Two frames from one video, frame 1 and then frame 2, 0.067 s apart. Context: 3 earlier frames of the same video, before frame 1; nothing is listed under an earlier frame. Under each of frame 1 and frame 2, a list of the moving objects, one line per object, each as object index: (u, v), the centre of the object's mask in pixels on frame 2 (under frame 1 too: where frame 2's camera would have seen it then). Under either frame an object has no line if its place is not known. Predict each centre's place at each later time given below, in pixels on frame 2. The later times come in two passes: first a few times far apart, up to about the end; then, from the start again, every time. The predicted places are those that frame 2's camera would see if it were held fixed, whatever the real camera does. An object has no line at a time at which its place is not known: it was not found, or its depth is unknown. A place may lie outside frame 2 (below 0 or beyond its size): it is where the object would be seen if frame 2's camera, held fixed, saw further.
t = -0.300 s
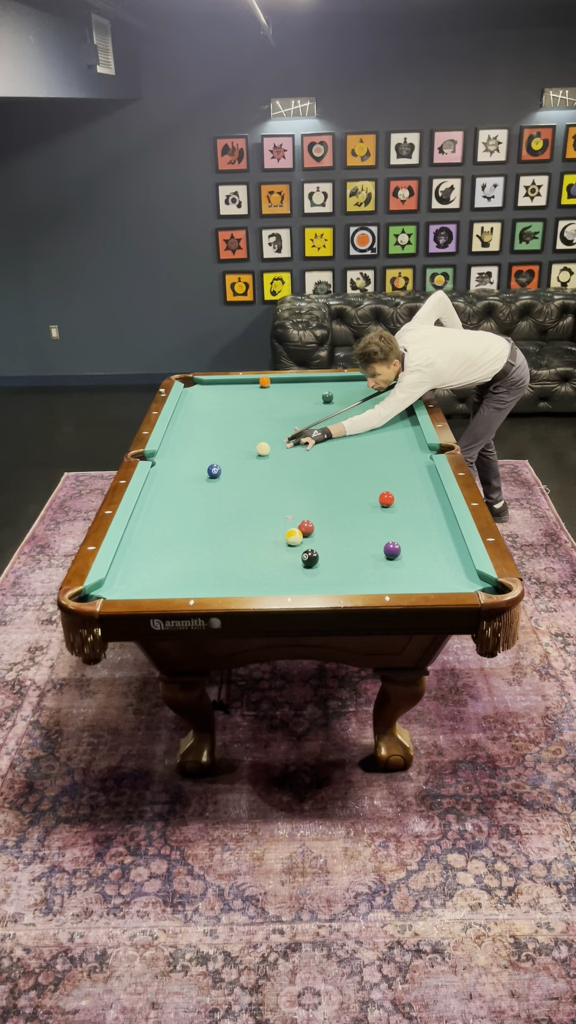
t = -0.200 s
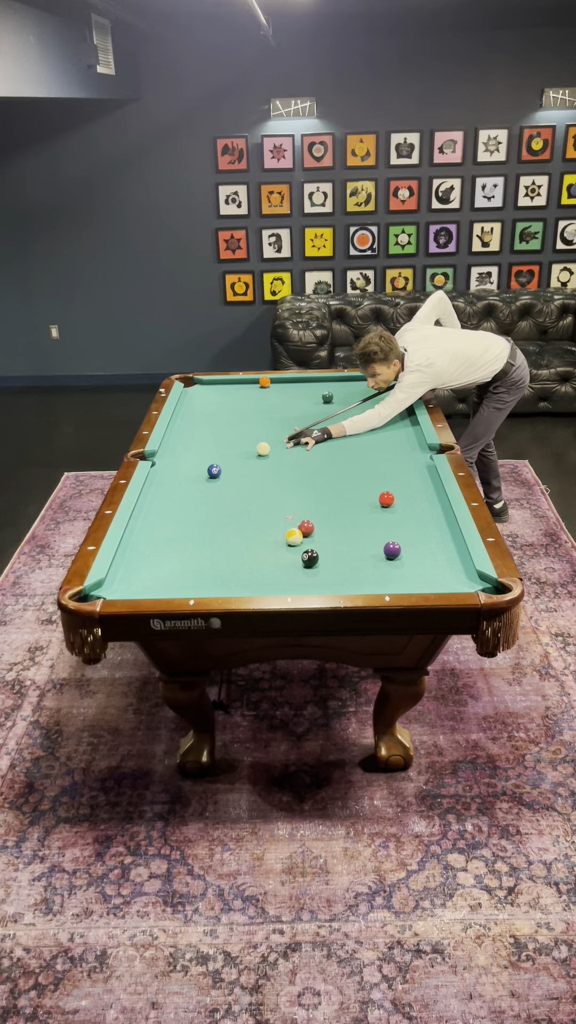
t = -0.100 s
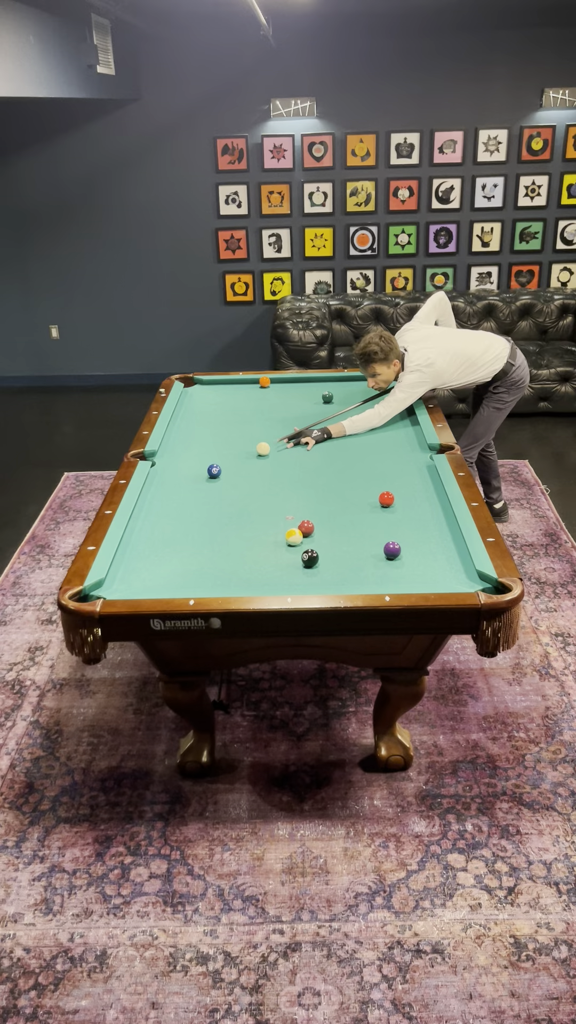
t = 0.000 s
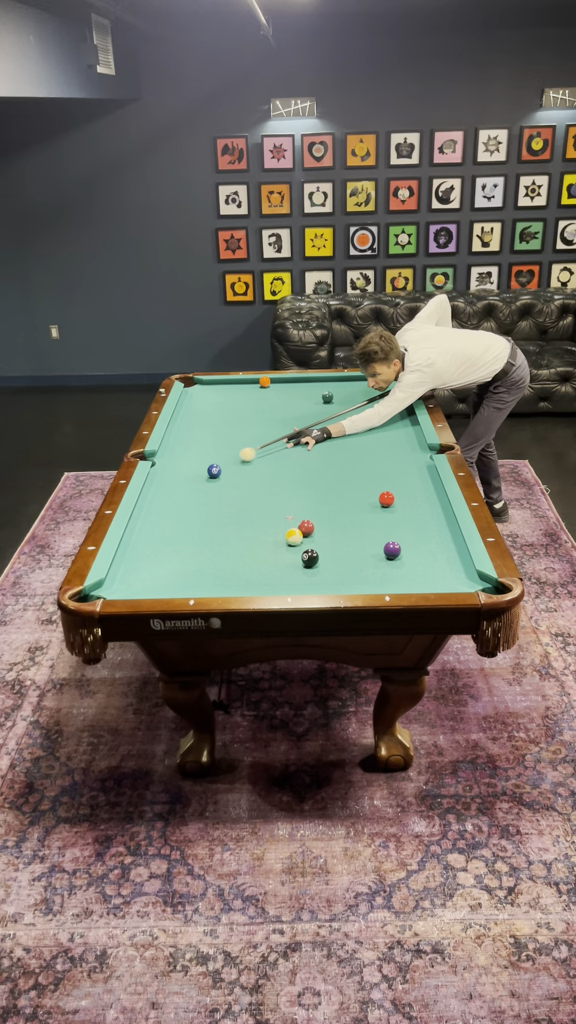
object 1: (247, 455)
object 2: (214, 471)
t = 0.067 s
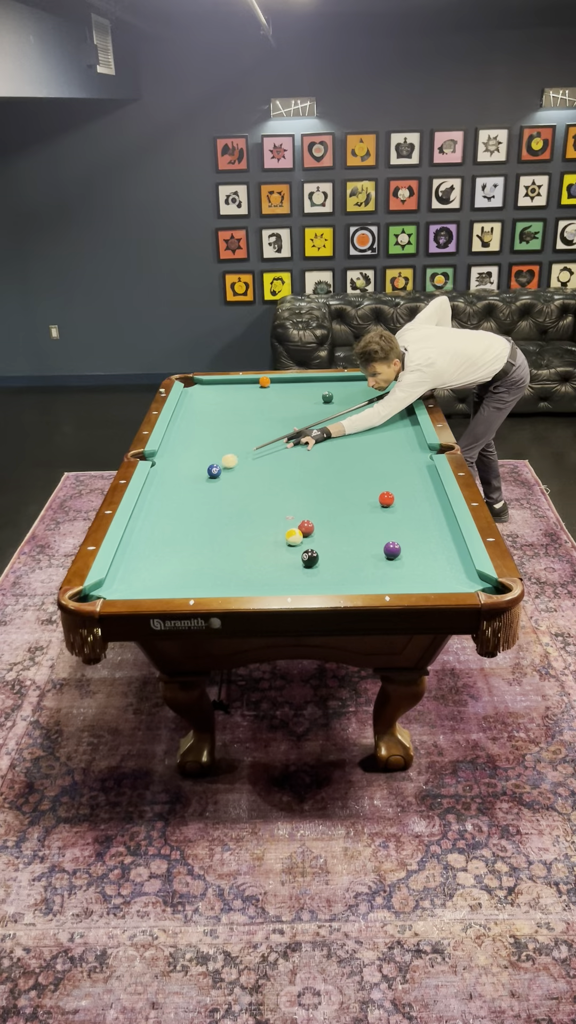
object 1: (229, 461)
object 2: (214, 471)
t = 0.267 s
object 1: (184, 467)
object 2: (205, 485)
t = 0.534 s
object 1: (173, 469)
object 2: (192, 505)
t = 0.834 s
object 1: (206, 467)
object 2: (177, 528)
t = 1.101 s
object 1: (233, 466)
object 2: (163, 551)
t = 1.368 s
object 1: (258, 464)
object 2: (148, 573)
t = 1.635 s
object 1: (281, 463)
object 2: (139, 582)
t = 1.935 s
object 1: (305, 461)
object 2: (139, 570)
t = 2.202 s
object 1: (325, 460)
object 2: (138, 559)
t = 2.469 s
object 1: (342, 459)
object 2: (138, 549)
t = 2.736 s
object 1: (358, 457)
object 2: (138, 541)
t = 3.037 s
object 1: (373, 456)
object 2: (139, 533)
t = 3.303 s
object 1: (385, 454)
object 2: (140, 527)
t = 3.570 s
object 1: (395, 453)
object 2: (140, 522)
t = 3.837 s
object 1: (402, 452)
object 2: (142, 517)
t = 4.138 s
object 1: (409, 451)
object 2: (144, 513)
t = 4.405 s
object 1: (413, 450)
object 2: (144, 510)
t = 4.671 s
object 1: (416, 449)
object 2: (145, 508)
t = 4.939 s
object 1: (416, 449)
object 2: (146, 507)
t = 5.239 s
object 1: (416, 449)
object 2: (146, 505)
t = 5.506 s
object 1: (416, 449)
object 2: (146, 505)
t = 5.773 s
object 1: (416, 449)
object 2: (146, 505)
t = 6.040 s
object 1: (416, 449)
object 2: (146, 505)
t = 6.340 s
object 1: (416, 449)
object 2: (146, 505)
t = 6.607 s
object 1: (416, 449)
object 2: (146, 505)
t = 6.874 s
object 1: (416, 449)
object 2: (146, 505)
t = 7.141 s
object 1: (416, 449)
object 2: (146, 505)
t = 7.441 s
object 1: (416, 449)
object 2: (146, 505)
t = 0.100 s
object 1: (222, 463)
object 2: (214, 471)
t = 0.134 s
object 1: (213, 463)
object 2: (212, 474)
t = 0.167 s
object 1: (205, 465)
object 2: (210, 477)
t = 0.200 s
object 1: (199, 466)
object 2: (208, 479)
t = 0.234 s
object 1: (191, 467)
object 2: (207, 482)
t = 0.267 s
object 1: (184, 467)
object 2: (205, 485)
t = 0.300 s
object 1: (177, 468)
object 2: (204, 487)
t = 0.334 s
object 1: (170, 469)
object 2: (202, 490)
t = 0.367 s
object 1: (162, 469)
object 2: (200, 492)
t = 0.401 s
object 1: (156, 470)
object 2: (199, 494)
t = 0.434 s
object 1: (161, 470)
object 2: (197, 497)
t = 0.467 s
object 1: (165, 469)
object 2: (195, 500)
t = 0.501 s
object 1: (169, 469)
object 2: (194, 502)
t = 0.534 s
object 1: (173, 469)
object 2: (192, 505)
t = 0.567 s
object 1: (177, 469)
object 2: (190, 507)
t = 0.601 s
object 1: (181, 469)
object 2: (189, 510)
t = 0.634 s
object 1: (184, 468)
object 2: (187, 512)
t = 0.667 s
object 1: (188, 468)
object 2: (185, 515)
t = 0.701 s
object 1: (192, 468)
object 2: (184, 517)
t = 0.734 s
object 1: (195, 468)
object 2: (182, 520)
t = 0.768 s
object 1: (199, 468)
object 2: (180, 523)
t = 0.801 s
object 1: (202, 467)
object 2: (179, 526)
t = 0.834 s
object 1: (206, 467)
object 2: (177, 528)
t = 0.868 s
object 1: (209, 467)
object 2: (175, 531)
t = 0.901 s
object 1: (213, 467)
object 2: (173, 534)
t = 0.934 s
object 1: (216, 467)
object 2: (172, 536)
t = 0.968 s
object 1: (219, 466)
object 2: (170, 539)
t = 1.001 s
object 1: (223, 466)
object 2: (168, 542)
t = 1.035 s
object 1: (226, 466)
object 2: (166, 545)
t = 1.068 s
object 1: (229, 466)
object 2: (164, 548)
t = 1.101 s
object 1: (233, 466)
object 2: (163, 551)
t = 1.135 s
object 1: (236, 466)
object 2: (161, 553)
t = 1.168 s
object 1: (239, 466)
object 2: (159, 556)
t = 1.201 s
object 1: (242, 465)
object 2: (157, 559)
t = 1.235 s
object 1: (246, 465)
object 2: (155, 562)
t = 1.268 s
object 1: (249, 465)
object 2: (154, 565)
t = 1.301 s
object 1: (252, 465)
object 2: (151, 568)
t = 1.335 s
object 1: (255, 465)
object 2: (150, 571)
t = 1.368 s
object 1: (258, 464)
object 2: (148, 573)
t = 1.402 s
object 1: (261, 464)
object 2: (146, 577)
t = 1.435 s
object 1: (264, 464)
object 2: (144, 579)
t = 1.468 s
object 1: (267, 464)
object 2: (142, 581)
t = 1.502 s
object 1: (270, 464)
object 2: (141, 583)
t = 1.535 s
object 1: (272, 463)
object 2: (139, 585)
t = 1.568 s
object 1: (275, 463)
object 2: (138, 584)
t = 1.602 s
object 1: (278, 463)
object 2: (139, 583)
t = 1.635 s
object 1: (281, 463)
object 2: (139, 582)
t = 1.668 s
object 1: (284, 463)
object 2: (139, 581)
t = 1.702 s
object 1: (287, 463)
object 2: (139, 580)
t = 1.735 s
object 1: (289, 462)
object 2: (139, 579)
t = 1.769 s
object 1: (292, 462)
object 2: (138, 577)
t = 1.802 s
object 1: (295, 462)
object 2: (138, 576)
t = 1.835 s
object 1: (297, 462)
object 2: (139, 574)
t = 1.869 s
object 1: (300, 462)
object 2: (139, 573)
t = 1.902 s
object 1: (303, 462)
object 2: (139, 571)
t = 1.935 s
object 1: (305, 461)
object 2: (139, 570)
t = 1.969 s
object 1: (308, 461)
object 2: (139, 568)
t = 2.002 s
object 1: (310, 461)
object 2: (138, 567)
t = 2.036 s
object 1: (313, 461)
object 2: (138, 565)
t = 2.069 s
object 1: (315, 461)
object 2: (138, 564)
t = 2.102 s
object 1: (318, 461)
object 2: (138, 563)
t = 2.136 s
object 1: (320, 460)
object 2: (138, 561)
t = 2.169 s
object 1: (322, 460)
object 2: (139, 560)
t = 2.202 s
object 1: (325, 460)
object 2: (138, 559)
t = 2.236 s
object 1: (327, 460)
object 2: (138, 558)
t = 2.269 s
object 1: (329, 460)
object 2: (139, 556)
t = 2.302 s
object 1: (332, 460)
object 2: (139, 555)
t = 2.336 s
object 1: (334, 459)
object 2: (138, 554)
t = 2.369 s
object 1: (336, 459)
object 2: (138, 553)
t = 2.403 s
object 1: (338, 459)
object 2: (139, 552)
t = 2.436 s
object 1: (340, 459)
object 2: (138, 551)
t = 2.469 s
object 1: (342, 459)
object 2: (138, 549)
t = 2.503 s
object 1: (344, 459)
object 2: (138, 548)
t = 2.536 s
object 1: (346, 458)
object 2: (138, 547)
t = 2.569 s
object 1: (348, 458)
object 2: (138, 546)
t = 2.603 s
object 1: (350, 458)
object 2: (138, 545)
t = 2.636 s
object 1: (352, 458)
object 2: (138, 544)
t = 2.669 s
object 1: (354, 458)
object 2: (138, 543)
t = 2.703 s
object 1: (356, 457)
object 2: (138, 542)
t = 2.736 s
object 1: (358, 457)
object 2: (138, 541)
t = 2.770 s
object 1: (360, 457)
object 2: (138, 540)
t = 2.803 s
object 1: (362, 457)
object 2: (139, 539)
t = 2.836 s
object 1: (363, 457)
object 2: (139, 538)
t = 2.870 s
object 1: (365, 457)
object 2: (139, 537)
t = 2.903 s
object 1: (367, 456)
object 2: (139, 537)
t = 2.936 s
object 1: (368, 456)
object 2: (139, 536)
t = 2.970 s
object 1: (370, 456)
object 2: (139, 535)
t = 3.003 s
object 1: (372, 456)
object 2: (139, 534)
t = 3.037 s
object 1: (373, 456)
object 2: (139, 533)
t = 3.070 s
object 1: (375, 456)
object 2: (140, 532)
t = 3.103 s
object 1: (376, 455)
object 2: (140, 532)
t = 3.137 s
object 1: (378, 455)
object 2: (140, 531)
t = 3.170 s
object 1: (379, 455)
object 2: (140, 530)
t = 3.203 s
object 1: (381, 455)
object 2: (140, 529)
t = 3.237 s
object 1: (382, 455)
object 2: (140, 529)
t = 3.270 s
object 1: (383, 455)
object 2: (140, 528)
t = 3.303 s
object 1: (385, 454)
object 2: (140, 527)
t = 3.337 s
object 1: (386, 454)
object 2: (140, 526)
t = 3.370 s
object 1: (387, 454)
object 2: (140, 526)
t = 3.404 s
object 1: (389, 454)
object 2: (140, 525)
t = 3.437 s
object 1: (390, 454)
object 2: (140, 524)
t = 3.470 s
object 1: (391, 454)
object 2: (140, 524)
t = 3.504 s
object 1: (392, 453)
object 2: (140, 523)
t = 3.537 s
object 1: (393, 453)
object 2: (140, 522)
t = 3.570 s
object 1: (395, 453)
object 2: (140, 522)
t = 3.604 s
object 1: (396, 453)
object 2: (141, 521)
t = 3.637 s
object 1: (397, 453)
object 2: (141, 521)
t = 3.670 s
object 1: (398, 453)
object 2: (141, 520)
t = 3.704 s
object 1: (399, 452)
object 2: (141, 520)
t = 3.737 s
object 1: (400, 452)
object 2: (141, 519)
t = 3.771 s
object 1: (401, 452)
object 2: (142, 518)
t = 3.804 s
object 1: (402, 452)
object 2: (142, 518)
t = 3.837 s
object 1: (402, 452)
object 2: (142, 517)
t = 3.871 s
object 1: (403, 452)
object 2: (142, 517)
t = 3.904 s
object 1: (404, 452)
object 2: (142, 516)
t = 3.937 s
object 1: (405, 451)
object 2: (142, 516)
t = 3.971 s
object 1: (406, 451)
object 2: (143, 515)
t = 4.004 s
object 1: (406, 451)
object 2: (143, 515)
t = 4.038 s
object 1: (407, 451)
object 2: (143, 514)
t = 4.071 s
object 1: (408, 451)
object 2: (143, 514)
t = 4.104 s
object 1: (408, 451)
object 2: (143, 513)
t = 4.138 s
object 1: (409, 451)
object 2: (144, 513)
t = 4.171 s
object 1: (410, 451)
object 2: (144, 513)
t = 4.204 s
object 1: (410, 450)
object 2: (144, 512)
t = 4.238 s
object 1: (411, 450)
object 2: (144, 512)
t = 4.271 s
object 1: (411, 450)
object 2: (144, 512)
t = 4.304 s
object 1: (412, 450)
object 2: (144, 511)
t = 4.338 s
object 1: (412, 450)
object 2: (144, 511)
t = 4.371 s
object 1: (413, 450)
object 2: (144, 511)
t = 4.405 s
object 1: (413, 450)
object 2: (144, 510)
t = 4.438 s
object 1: (414, 450)
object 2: (144, 510)
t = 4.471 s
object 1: (414, 450)
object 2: (145, 510)
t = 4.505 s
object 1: (414, 450)
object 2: (145, 509)
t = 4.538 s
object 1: (415, 450)
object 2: (145, 509)
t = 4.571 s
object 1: (415, 449)
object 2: (145, 509)
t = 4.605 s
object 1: (415, 449)
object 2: (145, 508)
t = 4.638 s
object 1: (415, 449)
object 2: (145, 508)
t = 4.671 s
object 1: (416, 449)
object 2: (145, 508)
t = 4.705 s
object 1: (416, 449)
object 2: (145, 508)
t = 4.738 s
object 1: (416, 449)
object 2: (145, 508)
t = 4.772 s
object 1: (416, 449)
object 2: (145, 507)
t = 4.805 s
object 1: (416, 449)
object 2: (145, 507)
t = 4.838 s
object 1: (416, 449)
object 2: (146, 507)
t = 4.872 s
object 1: (416, 449)
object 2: (146, 507)
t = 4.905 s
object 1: (416, 449)
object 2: (146, 507)
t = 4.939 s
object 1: (416, 449)
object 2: (146, 507)
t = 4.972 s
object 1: (416, 449)
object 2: (146, 506)
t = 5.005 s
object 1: (416, 449)
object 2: (146, 506)
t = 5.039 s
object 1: (416, 449)
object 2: (146, 506)
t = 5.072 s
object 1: (416, 449)
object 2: (146, 506)
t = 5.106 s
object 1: (416, 449)
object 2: (146, 506)
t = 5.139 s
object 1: (416, 449)
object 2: (146, 506)
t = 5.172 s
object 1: (416, 449)
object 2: (146, 506)
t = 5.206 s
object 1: (416, 449)
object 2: (146, 505)
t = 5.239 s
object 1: (416, 449)
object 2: (146, 505)
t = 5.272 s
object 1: (416, 449)
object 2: (146, 505)
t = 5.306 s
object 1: (416, 449)
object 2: (146, 505)
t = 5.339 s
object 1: (416, 449)
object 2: (146, 505)
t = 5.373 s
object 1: (416, 449)
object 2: (146, 505)
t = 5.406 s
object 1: (416, 449)
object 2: (146, 505)
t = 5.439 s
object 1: (416, 449)
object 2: (146, 505)
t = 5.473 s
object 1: (416, 449)
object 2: (146, 505)
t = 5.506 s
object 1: (416, 449)
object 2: (146, 505)
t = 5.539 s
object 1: (416, 449)
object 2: (146, 505)
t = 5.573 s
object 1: (416, 449)
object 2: (146, 505)
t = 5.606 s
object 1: (416, 449)
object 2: (146, 505)
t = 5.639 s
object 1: (416, 449)
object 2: (146, 505)
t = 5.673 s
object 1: (416, 449)
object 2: (146, 505)
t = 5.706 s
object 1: (416, 449)
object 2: (146, 505)
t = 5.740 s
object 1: (416, 449)
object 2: (146, 505)
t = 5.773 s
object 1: (416, 449)
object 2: (146, 505)
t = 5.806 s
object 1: (416, 449)
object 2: (146, 505)
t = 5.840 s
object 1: (416, 449)
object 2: (146, 505)
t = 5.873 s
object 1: (416, 449)
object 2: (146, 505)
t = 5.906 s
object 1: (416, 449)
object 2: (146, 505)
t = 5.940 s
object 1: (416, 449)
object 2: (146, 505)
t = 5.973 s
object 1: (416, 449)
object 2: (146, 505)
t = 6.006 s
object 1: (416, 449)
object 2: (146, 505)
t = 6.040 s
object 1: (416, 449)
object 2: (146, 505)
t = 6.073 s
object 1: (416, 449)
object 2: (146, 505)
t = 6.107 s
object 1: (416, 449)
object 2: (146, 505)
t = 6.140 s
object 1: (416, 449)
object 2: (146, 505)
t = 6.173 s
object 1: (416, 449)
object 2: (146, 505)
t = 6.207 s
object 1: (416, 449)
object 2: (146, 505)
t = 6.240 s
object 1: (416, 449)
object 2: (146, 505)
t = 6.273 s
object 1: (416, 449)
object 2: (146, 505)
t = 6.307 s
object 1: (416, 449)
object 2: (146, 505)
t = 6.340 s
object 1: (416, 449)
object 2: (146, 505)
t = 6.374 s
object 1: (416, 449)
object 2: (146, 505)
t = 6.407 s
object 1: (416, 449)
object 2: (146, 505)
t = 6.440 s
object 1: (416, 449)
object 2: (146, 505)
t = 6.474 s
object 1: (416, 449)
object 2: (146, 505)
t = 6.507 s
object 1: (416, 449)
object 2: (146, 505)
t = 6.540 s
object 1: (416, 449)
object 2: (146, 505)
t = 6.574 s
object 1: (416, 449)
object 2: (146, 505)
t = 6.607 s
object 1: (416, 449)
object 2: (146, 505)
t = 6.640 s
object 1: (416, 449)
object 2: (146, 505)
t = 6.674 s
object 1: (416, 449)
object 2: (146, 505)
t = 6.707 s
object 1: (416, 449)
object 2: (146, 505)
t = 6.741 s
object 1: (416, 449)
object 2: (146, 505)
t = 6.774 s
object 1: (416, 449)
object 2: (146, 505)
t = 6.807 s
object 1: (416, 449)
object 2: (146, 505)
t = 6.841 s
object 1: (416, 449)
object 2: (146, 505)
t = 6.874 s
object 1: (416, 449)
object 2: (146, 505)
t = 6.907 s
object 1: (416, 449)
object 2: (146, 505)
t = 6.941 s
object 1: (416, 449)
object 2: (146, 505)
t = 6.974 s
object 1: (416, 449)
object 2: (146, 505)
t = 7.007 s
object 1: (416, 449)
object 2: (146, 505)
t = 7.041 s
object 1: (416, 449)
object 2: (146, 505)
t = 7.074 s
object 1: (416, 449)
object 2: (146, 505)
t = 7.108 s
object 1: (416, 449)
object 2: (146, 505)
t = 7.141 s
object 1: (416, 449)
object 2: (146, 505)
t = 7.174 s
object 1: (416, 449)
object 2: (146, 505)
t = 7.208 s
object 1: (416, 449)
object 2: (146, 505)
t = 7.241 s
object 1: (416, 449)
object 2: (146, 505)
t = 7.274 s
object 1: (416, 449)
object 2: (146, 505)
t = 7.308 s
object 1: (416, 449)
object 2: (146, 505)
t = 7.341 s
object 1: (416, 449)
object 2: (146, 505)
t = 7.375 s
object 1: (416, 449)
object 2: (146, 505)
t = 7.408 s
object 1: (416, 449)
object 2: (146, 505)
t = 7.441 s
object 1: (416, 449)
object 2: (146, 505)
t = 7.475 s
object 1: (416, 449)
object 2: (146, 505)
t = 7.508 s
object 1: (416, 449)
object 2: (146, 505)
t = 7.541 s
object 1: (416, 449)
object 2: (146, 505)
